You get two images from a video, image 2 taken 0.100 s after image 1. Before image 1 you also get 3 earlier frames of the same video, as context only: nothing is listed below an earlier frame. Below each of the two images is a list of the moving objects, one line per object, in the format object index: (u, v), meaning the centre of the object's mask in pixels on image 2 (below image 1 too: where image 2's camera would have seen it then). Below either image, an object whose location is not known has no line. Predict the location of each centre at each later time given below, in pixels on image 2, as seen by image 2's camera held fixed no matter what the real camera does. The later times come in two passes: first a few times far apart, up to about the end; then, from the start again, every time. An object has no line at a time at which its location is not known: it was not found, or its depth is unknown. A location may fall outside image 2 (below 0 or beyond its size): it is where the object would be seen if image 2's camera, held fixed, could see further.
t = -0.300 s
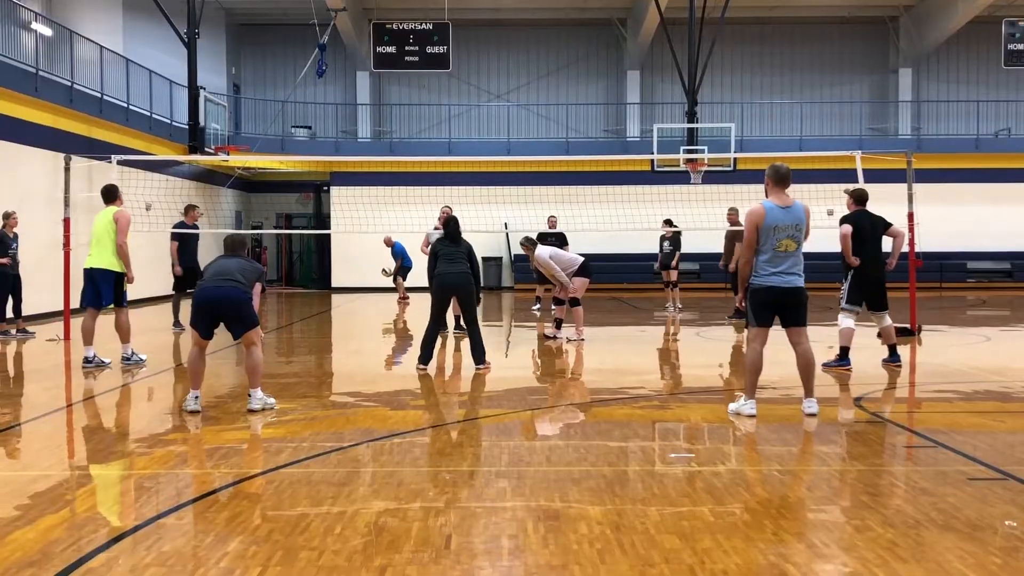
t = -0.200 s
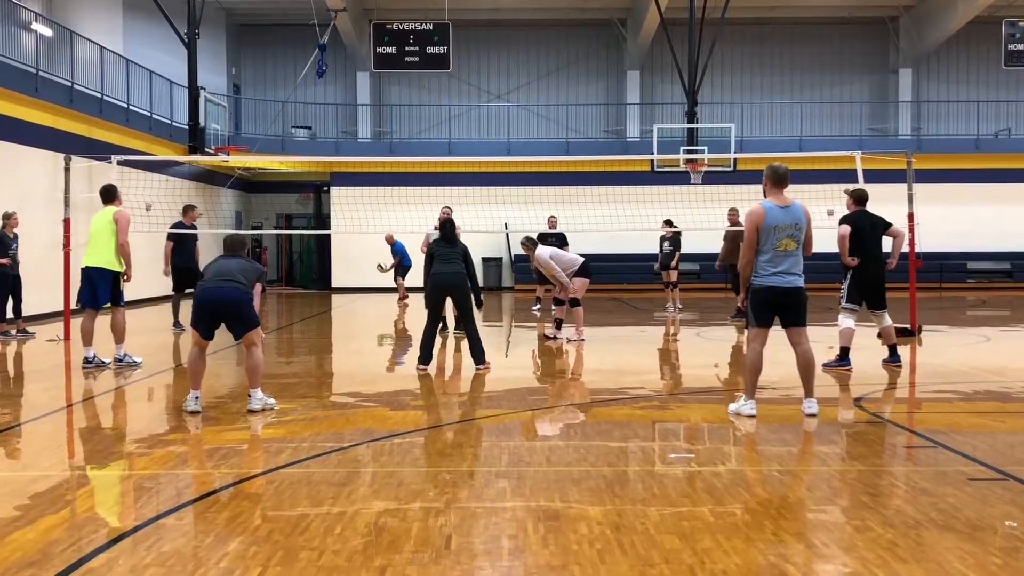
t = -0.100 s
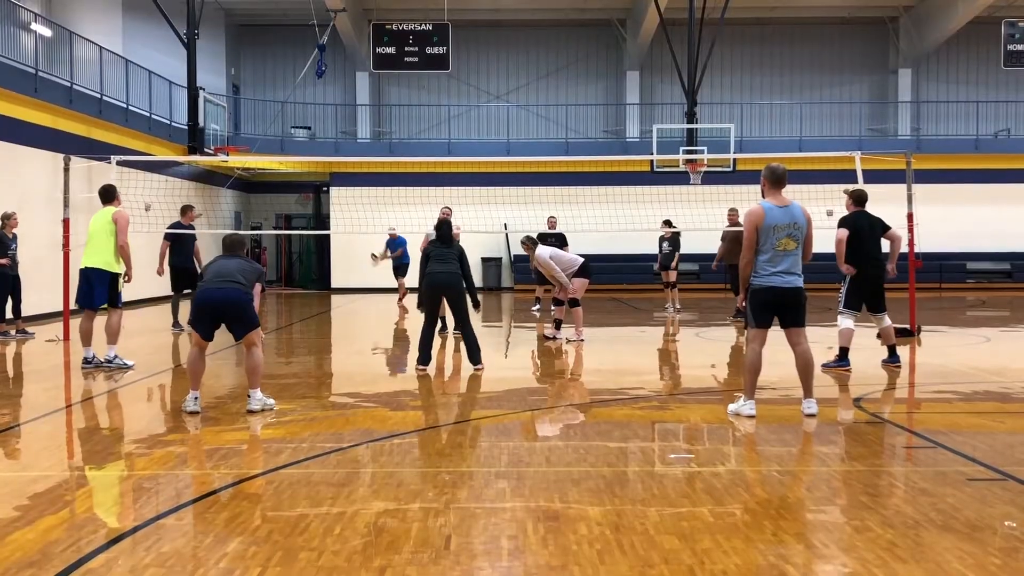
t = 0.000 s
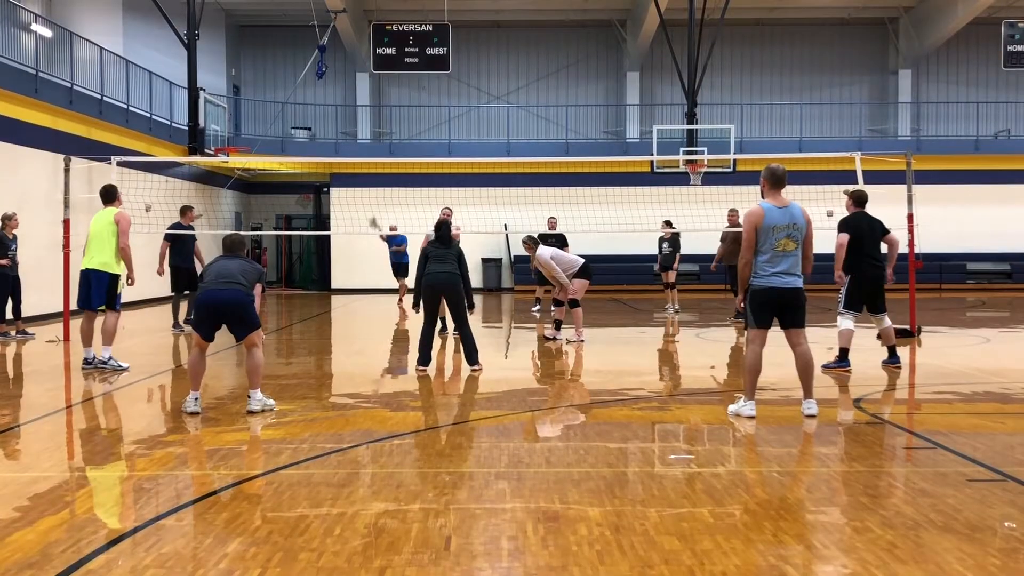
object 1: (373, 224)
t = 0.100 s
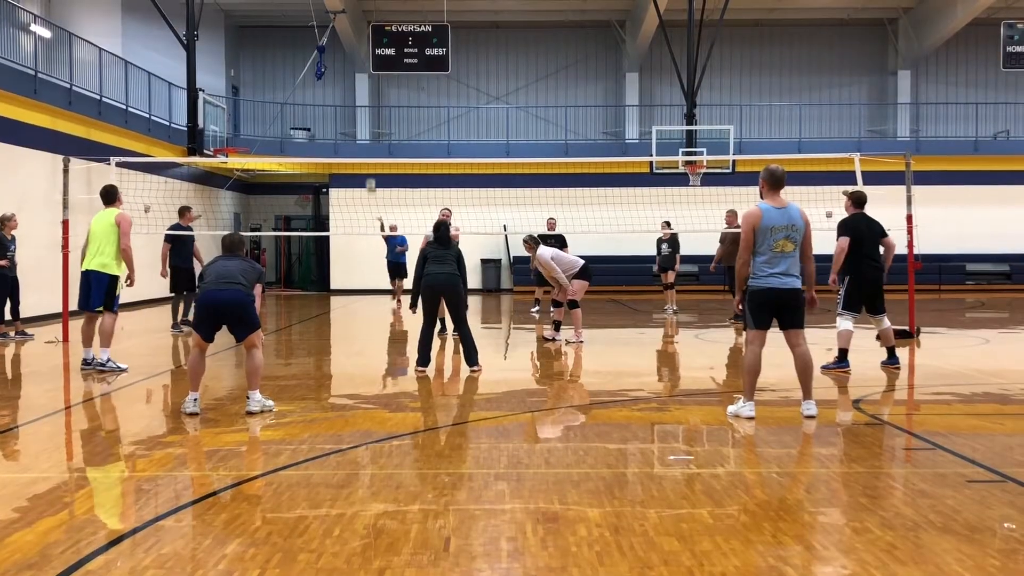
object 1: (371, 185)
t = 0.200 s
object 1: (370, 151)
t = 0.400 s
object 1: (365, 89)
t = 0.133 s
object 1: (370, 175)
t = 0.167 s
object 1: (371, 162)
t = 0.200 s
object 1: (370, 151)
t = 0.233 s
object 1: (369, 141)
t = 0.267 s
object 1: (368, 129)
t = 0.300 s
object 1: (367, 119)
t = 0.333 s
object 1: (367, 109)
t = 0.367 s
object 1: (365, 98)
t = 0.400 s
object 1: (365, 89)
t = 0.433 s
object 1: (365, 80)
